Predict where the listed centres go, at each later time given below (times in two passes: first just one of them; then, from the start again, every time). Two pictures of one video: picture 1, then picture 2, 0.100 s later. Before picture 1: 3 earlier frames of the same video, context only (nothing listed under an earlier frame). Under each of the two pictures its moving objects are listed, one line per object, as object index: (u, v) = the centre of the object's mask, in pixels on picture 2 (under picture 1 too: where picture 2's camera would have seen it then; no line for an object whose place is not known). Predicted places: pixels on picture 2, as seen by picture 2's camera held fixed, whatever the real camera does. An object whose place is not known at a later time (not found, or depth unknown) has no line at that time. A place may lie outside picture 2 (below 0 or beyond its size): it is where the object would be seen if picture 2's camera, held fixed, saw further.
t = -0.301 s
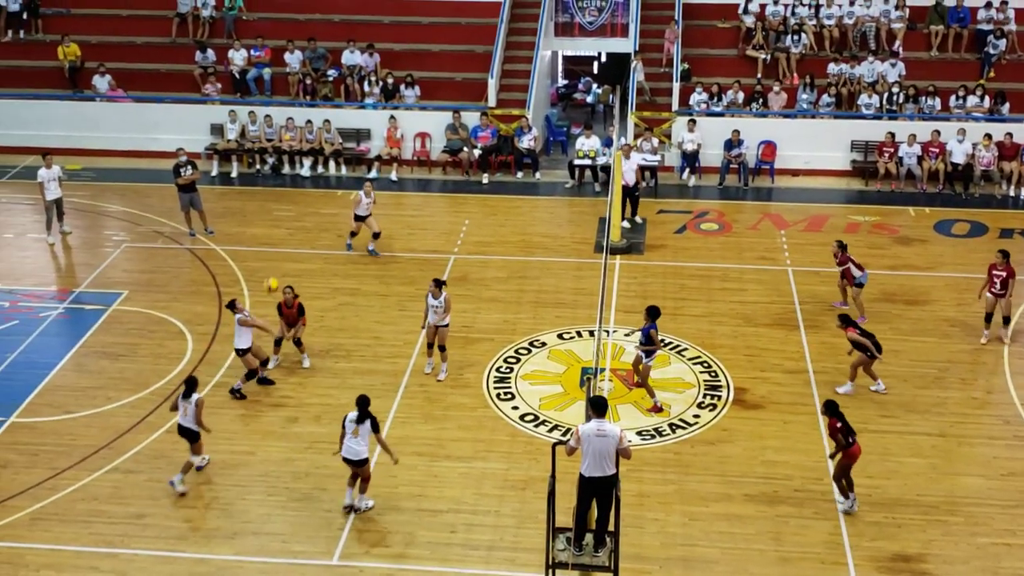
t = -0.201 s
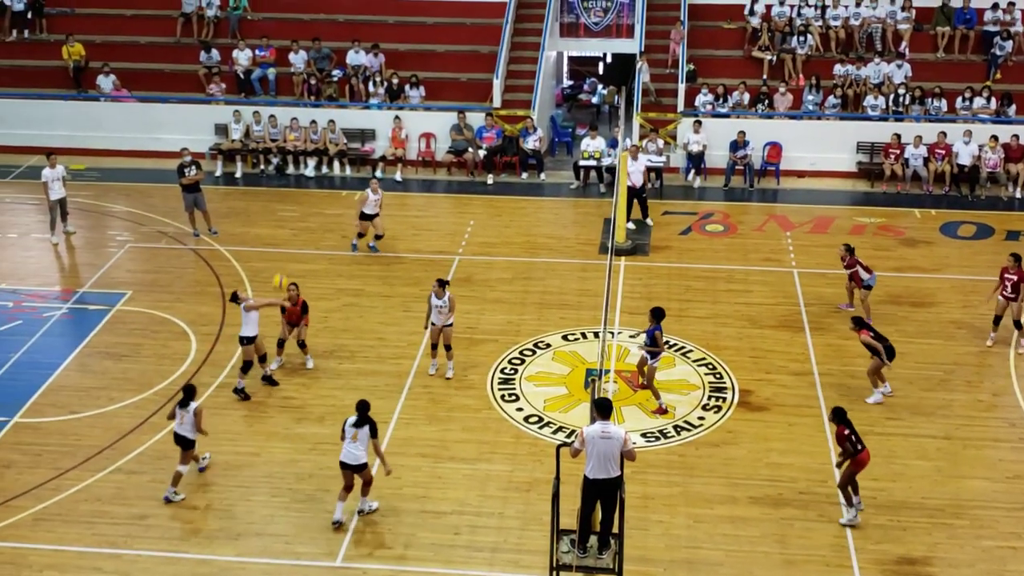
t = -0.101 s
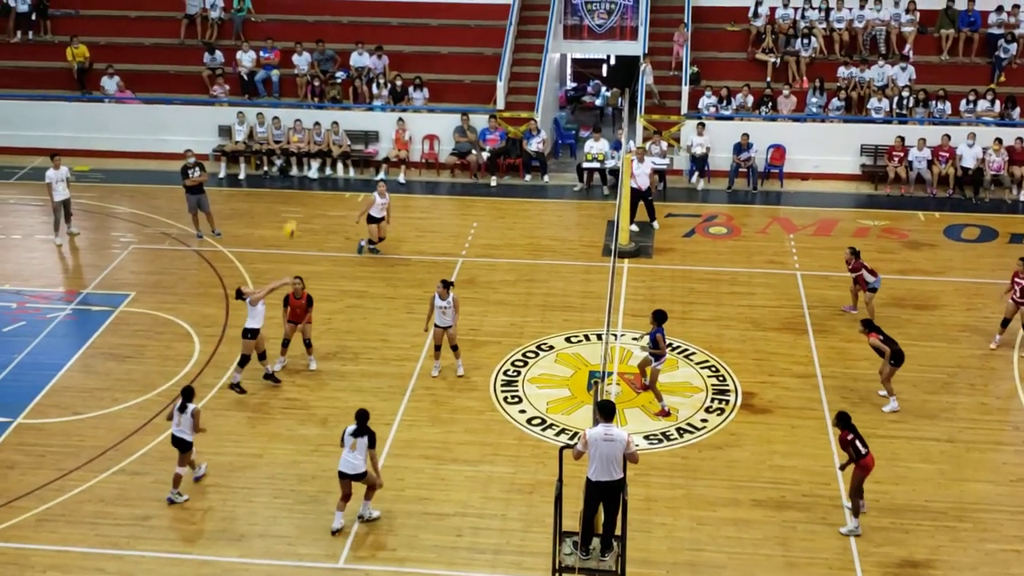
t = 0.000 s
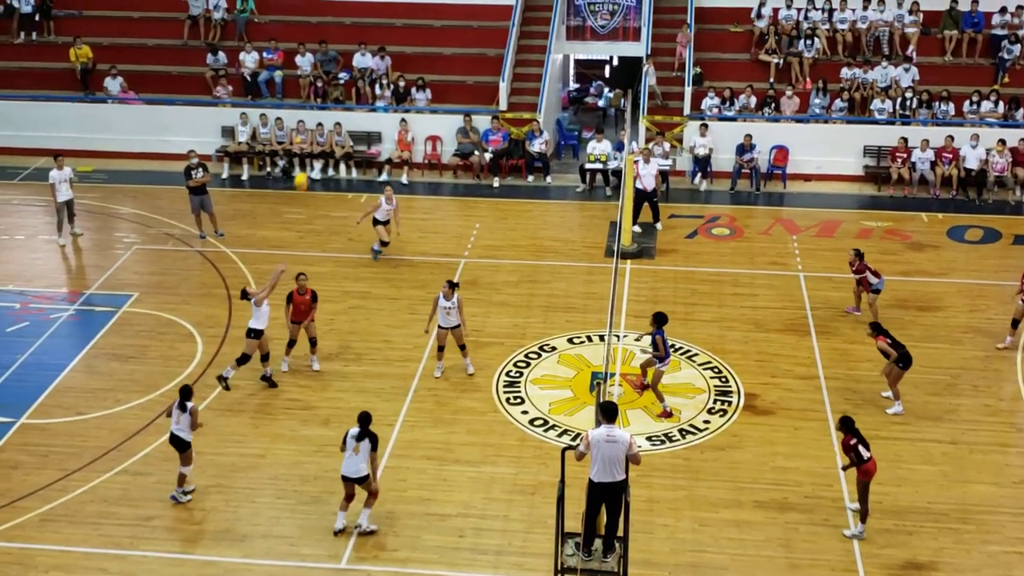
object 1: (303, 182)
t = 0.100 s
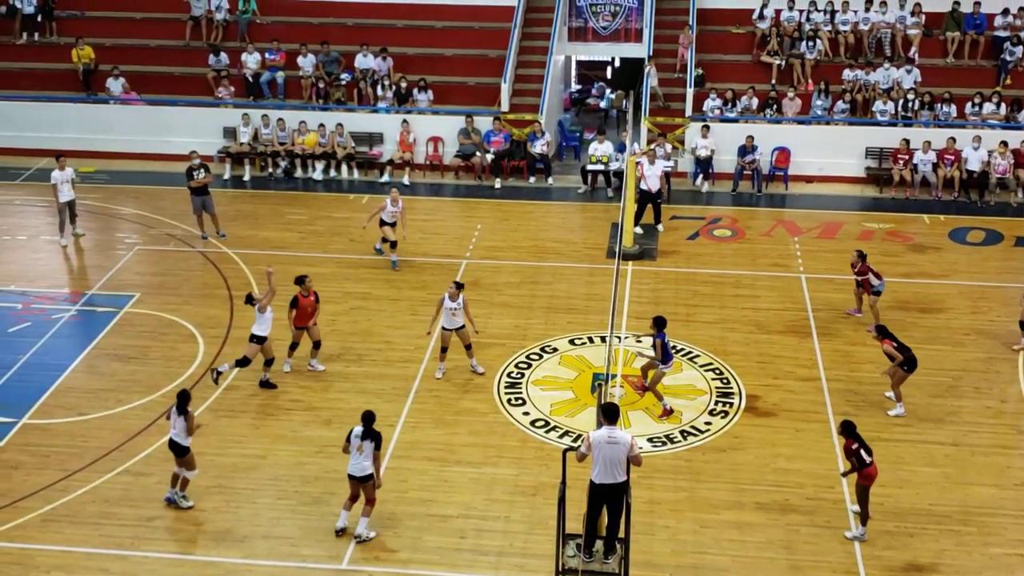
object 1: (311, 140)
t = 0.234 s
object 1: (322, 94)
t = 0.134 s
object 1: (313, 128)
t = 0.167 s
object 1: (316, 115)
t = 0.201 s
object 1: (319, 104)
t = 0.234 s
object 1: (322, 94)
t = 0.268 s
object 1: (324, 85)
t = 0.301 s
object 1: (327, 76)
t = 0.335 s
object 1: (330, 69)
